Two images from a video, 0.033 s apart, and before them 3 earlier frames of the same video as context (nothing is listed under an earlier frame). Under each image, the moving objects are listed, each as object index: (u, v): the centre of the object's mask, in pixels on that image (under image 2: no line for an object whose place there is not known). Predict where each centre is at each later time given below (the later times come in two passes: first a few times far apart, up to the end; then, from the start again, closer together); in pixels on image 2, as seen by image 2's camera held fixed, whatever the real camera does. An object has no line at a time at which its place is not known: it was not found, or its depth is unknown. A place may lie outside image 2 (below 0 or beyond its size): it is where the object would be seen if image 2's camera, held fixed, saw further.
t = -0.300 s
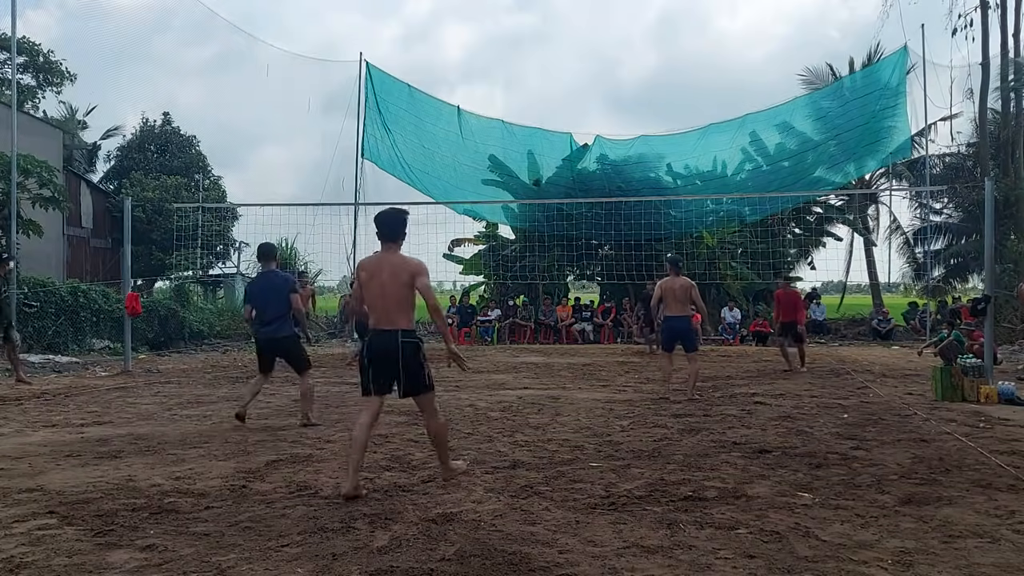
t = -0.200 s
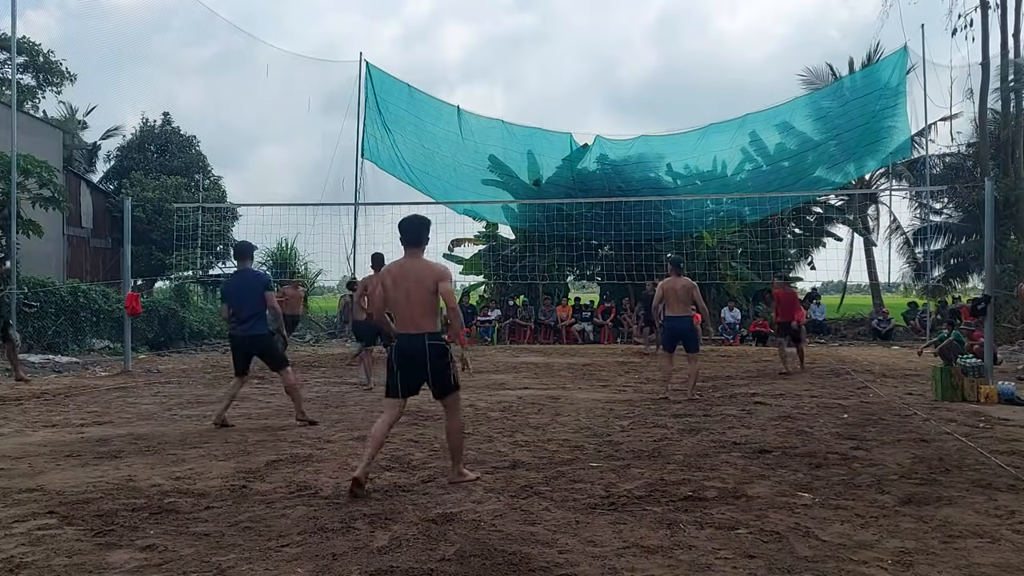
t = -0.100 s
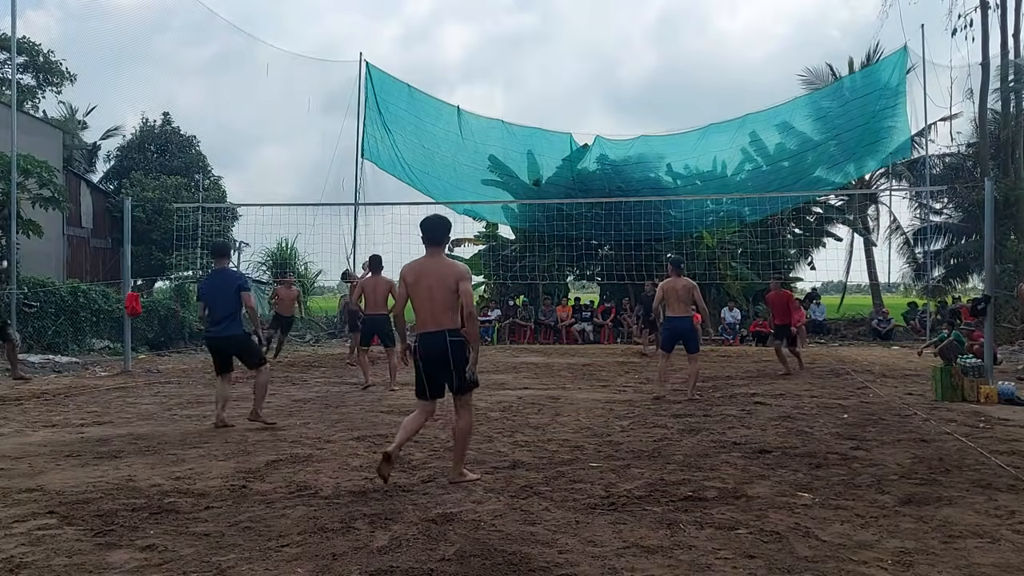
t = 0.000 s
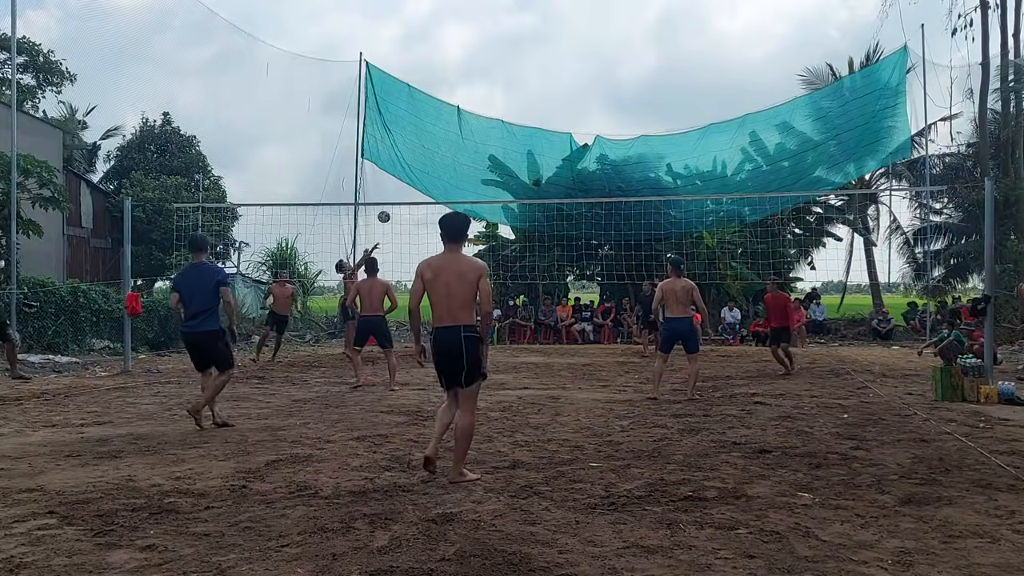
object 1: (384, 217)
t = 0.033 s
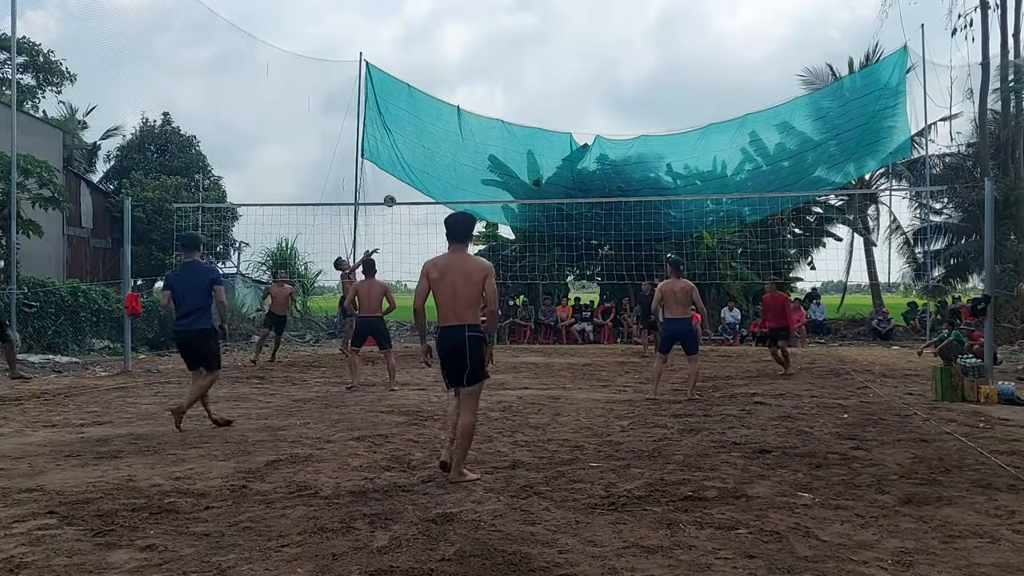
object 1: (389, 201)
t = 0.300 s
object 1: (437, 92)
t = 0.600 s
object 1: (496, 14)
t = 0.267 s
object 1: (431, 104)
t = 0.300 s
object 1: (437, 92)
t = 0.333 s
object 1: (444, 81)
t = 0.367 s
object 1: (450, 71)
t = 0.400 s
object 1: (456, 61)
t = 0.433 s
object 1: (463, 52)
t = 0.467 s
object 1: (470, 43)
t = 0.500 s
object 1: (476, 35)
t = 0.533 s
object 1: (483, 27)
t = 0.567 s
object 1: (489, 21)
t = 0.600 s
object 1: (496, 14)
